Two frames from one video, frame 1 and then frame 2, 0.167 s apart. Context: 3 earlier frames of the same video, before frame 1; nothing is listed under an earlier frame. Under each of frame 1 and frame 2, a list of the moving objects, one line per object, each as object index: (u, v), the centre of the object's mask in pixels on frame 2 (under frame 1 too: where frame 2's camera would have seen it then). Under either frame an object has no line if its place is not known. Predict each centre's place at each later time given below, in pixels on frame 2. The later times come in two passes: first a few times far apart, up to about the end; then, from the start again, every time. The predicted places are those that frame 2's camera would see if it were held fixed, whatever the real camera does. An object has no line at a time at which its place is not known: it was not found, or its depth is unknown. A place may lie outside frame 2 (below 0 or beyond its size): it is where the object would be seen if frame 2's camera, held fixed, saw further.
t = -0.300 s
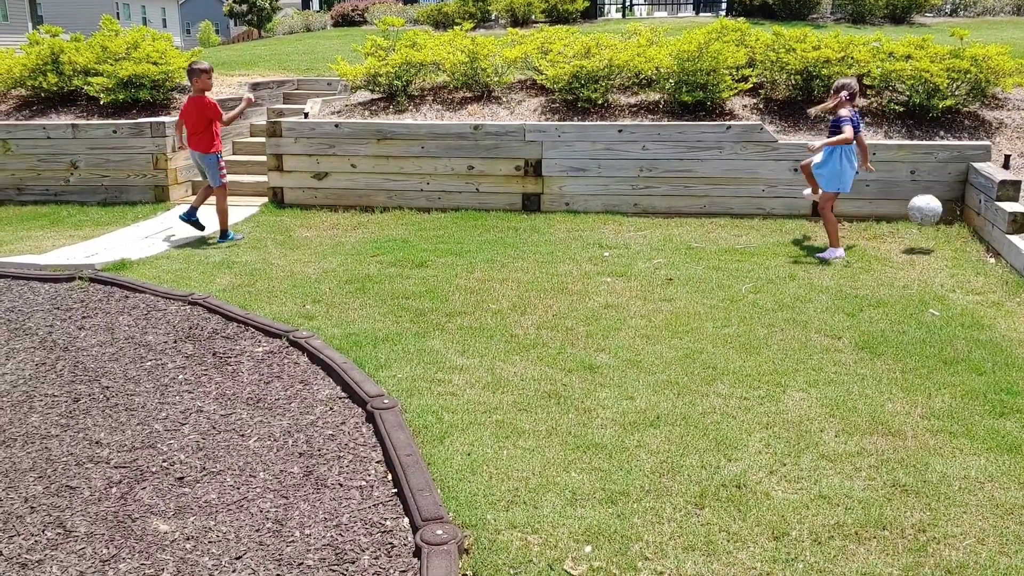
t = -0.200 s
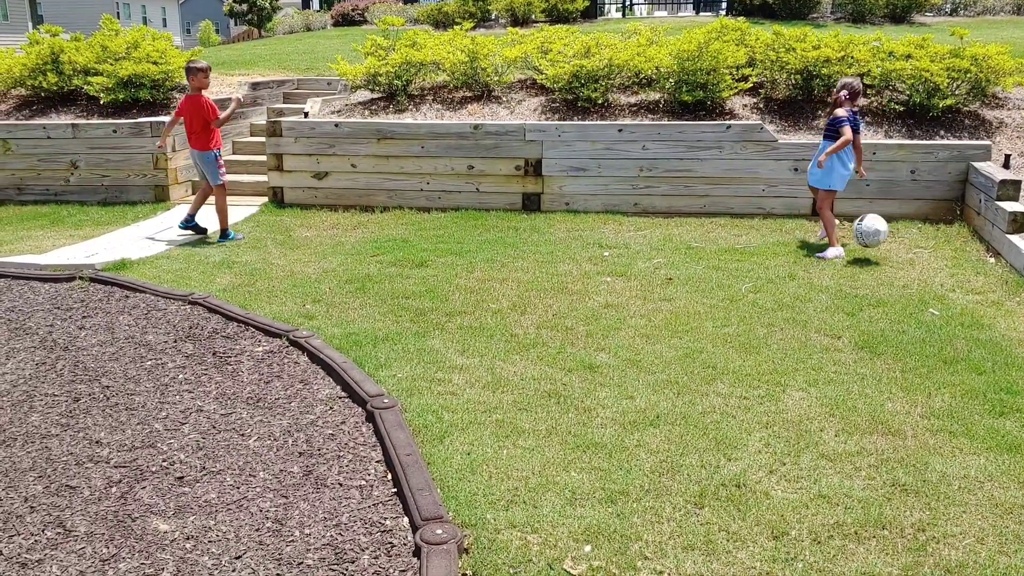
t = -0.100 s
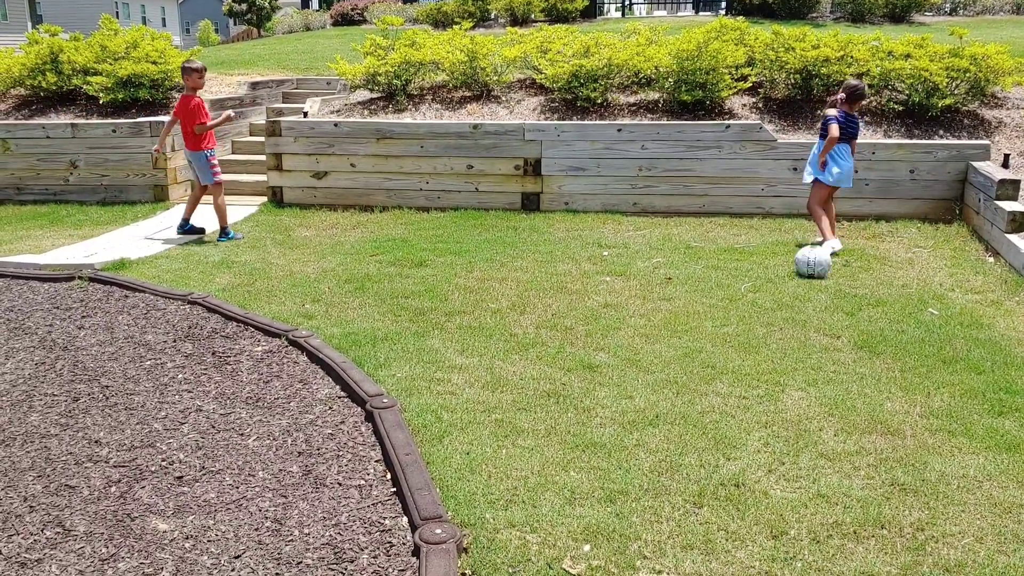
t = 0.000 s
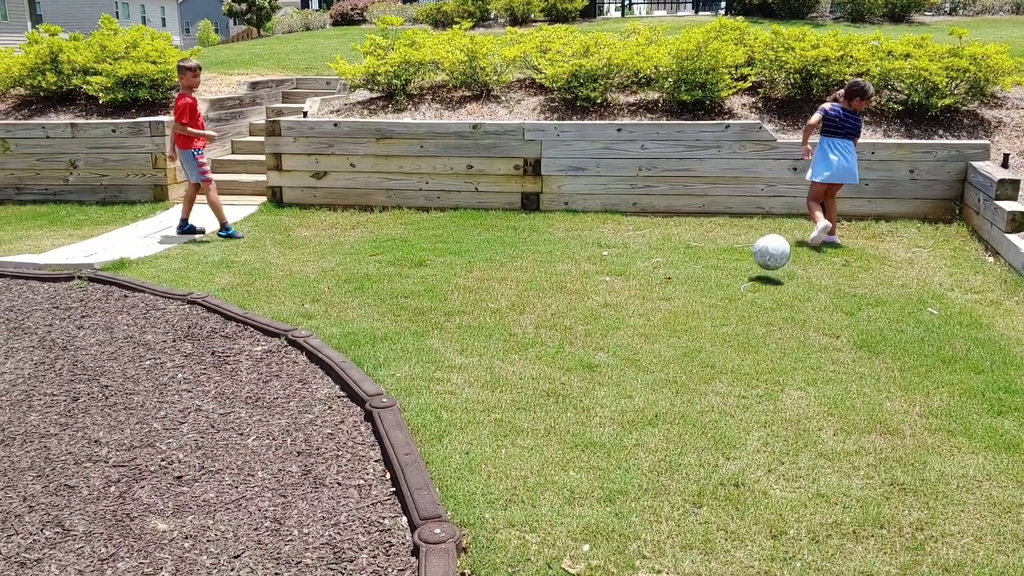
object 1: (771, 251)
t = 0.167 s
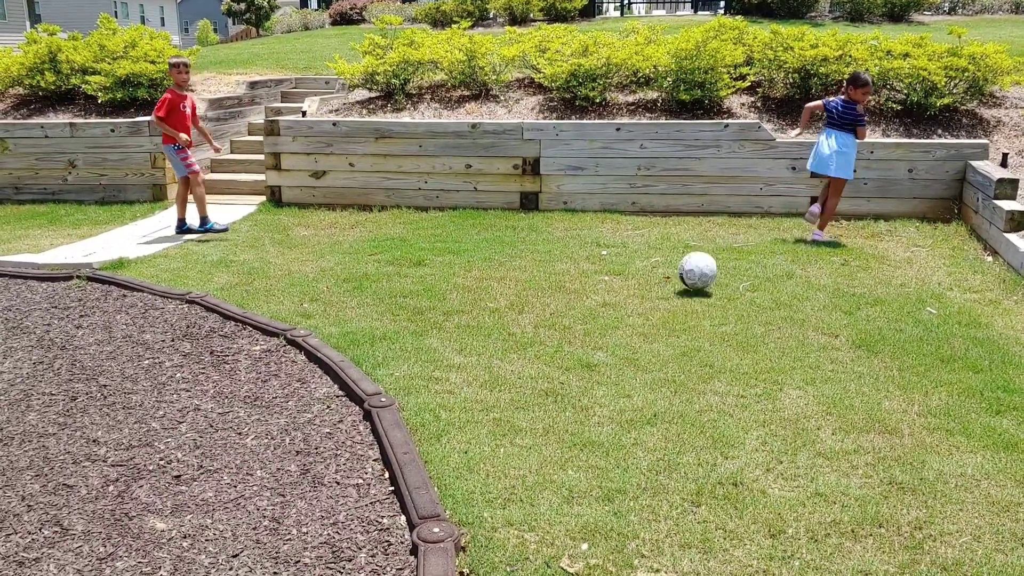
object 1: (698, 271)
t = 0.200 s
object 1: (683, 279)
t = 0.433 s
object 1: (586, 296)
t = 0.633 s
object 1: (502, 311)
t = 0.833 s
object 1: (419, 322)
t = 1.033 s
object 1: (340, 327)
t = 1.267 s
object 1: (301, 283)
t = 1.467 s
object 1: (273, 327)
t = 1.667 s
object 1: (193, 345)
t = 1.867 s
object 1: (111, 362)
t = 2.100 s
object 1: (10, 379)
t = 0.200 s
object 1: (683, 279)
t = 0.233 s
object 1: (668, 281)
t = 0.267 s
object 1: (654, 282)
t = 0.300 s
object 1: (641, 285)
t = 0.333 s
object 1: (628, 288)
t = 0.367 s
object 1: (615, 292)
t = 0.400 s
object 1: (600, 294)
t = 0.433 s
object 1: (586, 296)
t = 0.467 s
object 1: (572, 298)
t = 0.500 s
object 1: (559, 300)
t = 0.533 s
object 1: (545, 303)
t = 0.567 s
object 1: (529, 307)
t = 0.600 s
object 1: (515, 310)
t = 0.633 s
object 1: (502, 311)
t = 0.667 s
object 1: (488, 311)
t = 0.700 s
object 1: (475, 310)
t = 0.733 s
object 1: (460, 312)
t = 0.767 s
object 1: (445, 317)
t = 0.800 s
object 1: (431, 323)
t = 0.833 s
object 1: (419, 322)
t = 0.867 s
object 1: (405, 319)
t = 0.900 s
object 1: (392, 318)
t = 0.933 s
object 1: (377, 319)
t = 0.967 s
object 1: (364, 322)
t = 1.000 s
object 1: (350, 329)
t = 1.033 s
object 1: (340, 327)
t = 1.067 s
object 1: (334, 314)
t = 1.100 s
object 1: (328, 303)
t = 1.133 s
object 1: (323, 294)
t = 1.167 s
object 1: (317, 288)
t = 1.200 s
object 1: (312, 284)
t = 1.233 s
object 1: (307, 282)
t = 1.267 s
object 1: (301, 283)
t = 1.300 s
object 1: (296, 286)
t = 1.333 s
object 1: (292, 290)
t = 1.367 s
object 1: (288, 297)
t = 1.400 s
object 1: (283, 305)
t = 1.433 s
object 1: (280, 316)
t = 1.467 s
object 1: (273, 327)
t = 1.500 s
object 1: (260, 332)
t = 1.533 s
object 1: (246, 336)
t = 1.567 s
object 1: (233, 337)
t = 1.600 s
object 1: (220, 339)
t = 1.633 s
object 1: (206, 342)
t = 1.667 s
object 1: (193, 345)
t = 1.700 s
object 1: (180, 347)
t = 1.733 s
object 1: (166, 349)
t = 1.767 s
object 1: (153, 353)
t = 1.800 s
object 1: (139, 358)
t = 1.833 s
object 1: (125, 359)
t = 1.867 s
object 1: (111, 362)
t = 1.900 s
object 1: (96, 365)
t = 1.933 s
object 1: (82, 369)
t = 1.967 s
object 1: (68, 371)
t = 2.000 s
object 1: (54, 374)
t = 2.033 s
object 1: (38, 374)
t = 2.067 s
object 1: (24, 376)
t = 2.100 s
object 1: (10, 379)
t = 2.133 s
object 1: (2, 384)
